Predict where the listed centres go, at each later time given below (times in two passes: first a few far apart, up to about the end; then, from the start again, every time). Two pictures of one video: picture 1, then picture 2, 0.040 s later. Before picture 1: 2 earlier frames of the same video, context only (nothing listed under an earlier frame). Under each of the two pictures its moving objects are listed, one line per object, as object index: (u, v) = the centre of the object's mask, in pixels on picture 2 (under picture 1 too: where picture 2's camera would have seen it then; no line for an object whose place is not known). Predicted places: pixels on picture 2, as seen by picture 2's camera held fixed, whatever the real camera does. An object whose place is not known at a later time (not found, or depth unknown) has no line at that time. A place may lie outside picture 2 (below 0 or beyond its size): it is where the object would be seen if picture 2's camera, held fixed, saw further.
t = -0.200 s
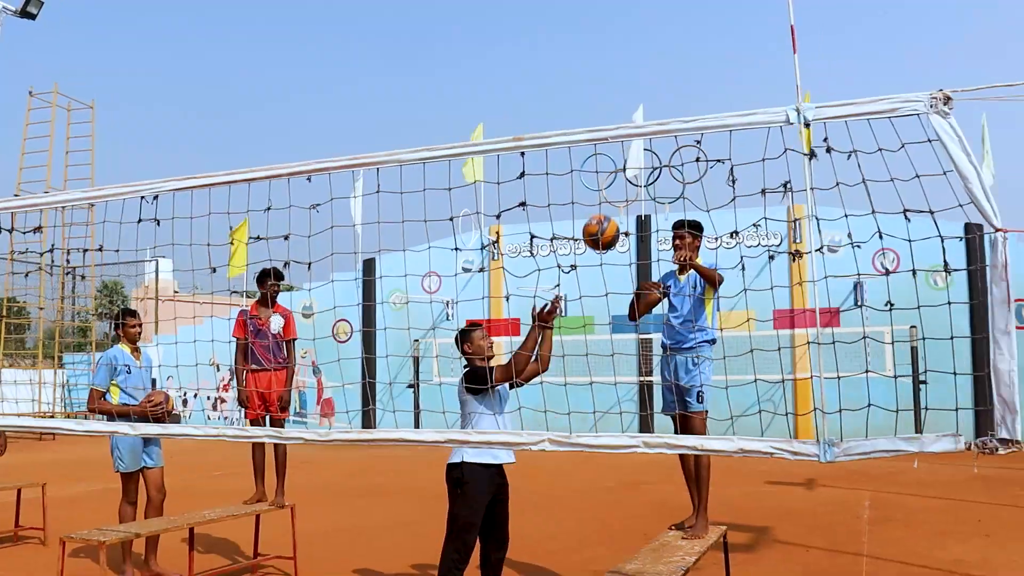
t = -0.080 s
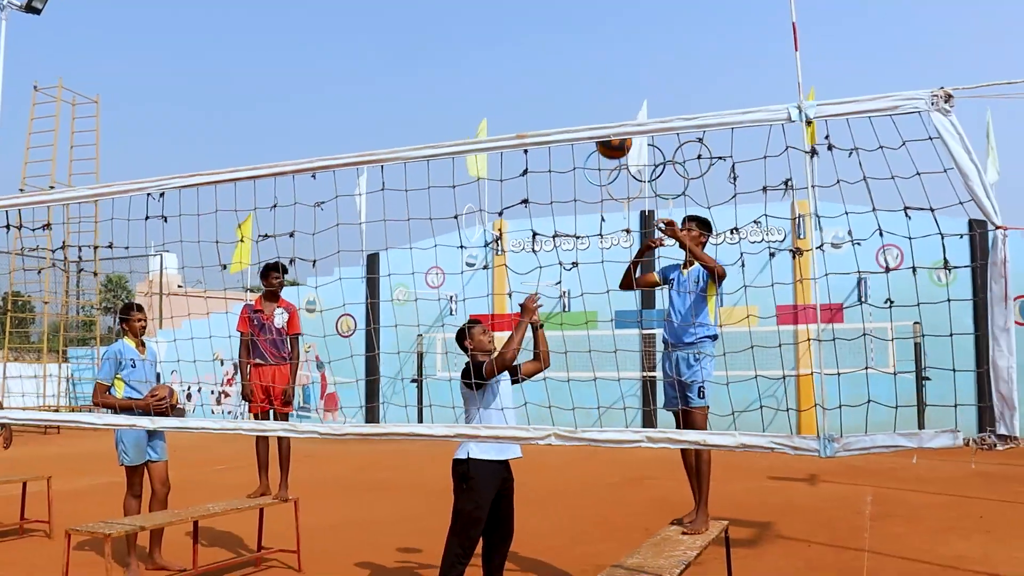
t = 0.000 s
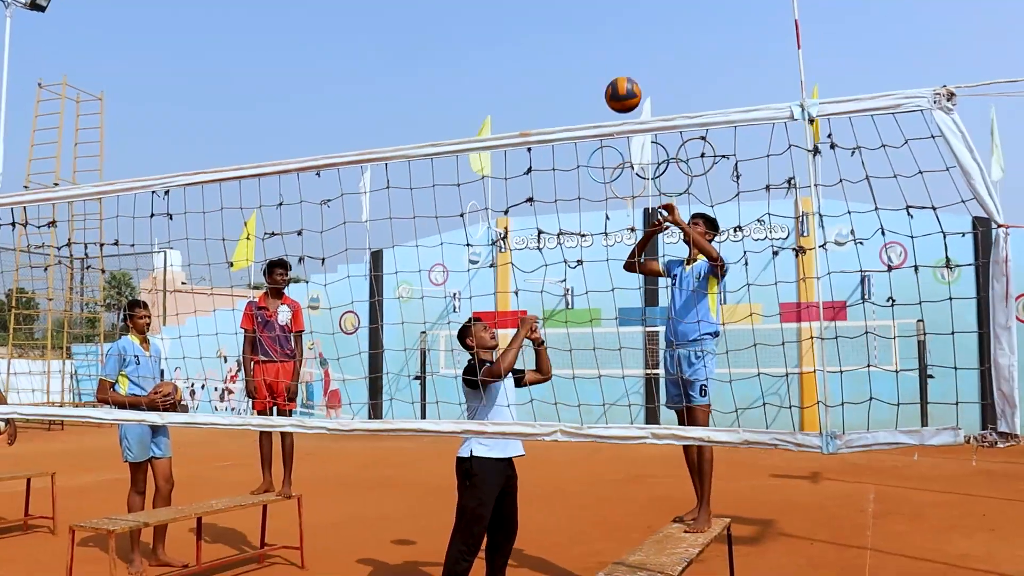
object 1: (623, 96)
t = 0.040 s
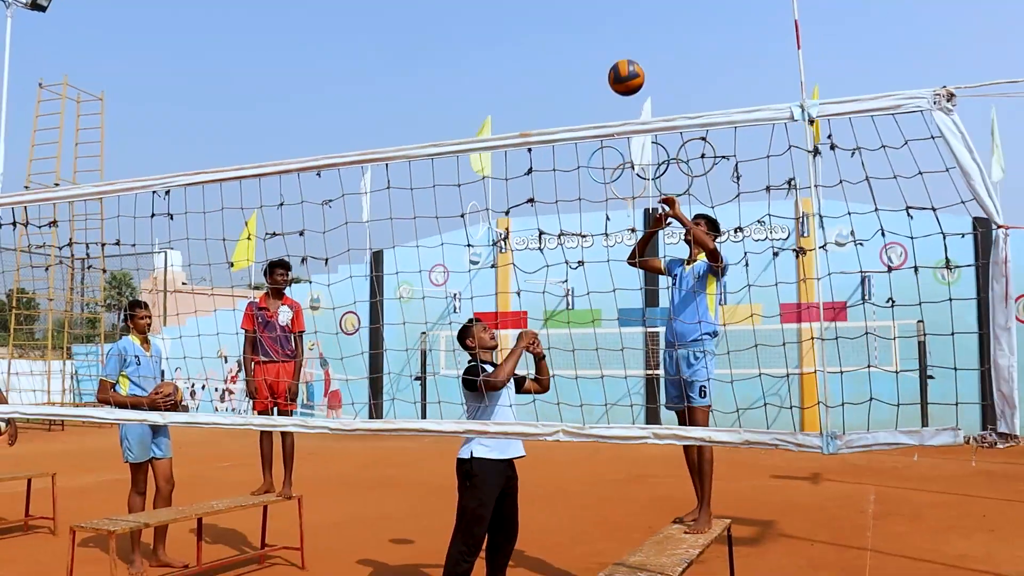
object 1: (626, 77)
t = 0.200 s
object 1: (638, 31)
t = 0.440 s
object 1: (658, 41)
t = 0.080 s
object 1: (629, 62)
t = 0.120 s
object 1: (632, 50)
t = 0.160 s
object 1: (635, 39)
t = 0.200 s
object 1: (638, 31)
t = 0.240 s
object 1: (642, 27)
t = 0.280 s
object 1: (645, 24)
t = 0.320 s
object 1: (648, 25)
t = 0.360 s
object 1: (652, 28)
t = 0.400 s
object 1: (655, 33)
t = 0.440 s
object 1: (658, 41)
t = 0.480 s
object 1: (662, 52)
